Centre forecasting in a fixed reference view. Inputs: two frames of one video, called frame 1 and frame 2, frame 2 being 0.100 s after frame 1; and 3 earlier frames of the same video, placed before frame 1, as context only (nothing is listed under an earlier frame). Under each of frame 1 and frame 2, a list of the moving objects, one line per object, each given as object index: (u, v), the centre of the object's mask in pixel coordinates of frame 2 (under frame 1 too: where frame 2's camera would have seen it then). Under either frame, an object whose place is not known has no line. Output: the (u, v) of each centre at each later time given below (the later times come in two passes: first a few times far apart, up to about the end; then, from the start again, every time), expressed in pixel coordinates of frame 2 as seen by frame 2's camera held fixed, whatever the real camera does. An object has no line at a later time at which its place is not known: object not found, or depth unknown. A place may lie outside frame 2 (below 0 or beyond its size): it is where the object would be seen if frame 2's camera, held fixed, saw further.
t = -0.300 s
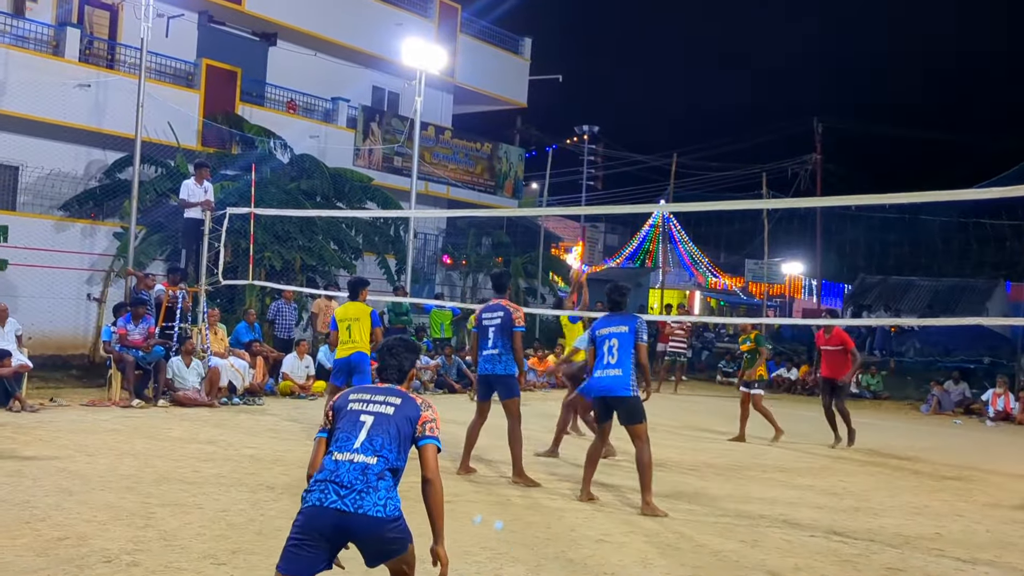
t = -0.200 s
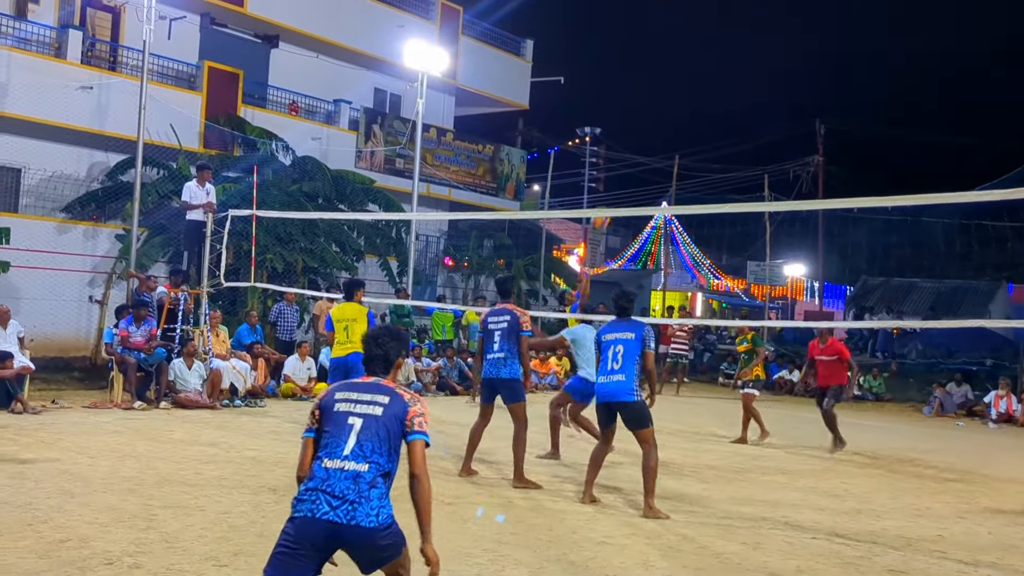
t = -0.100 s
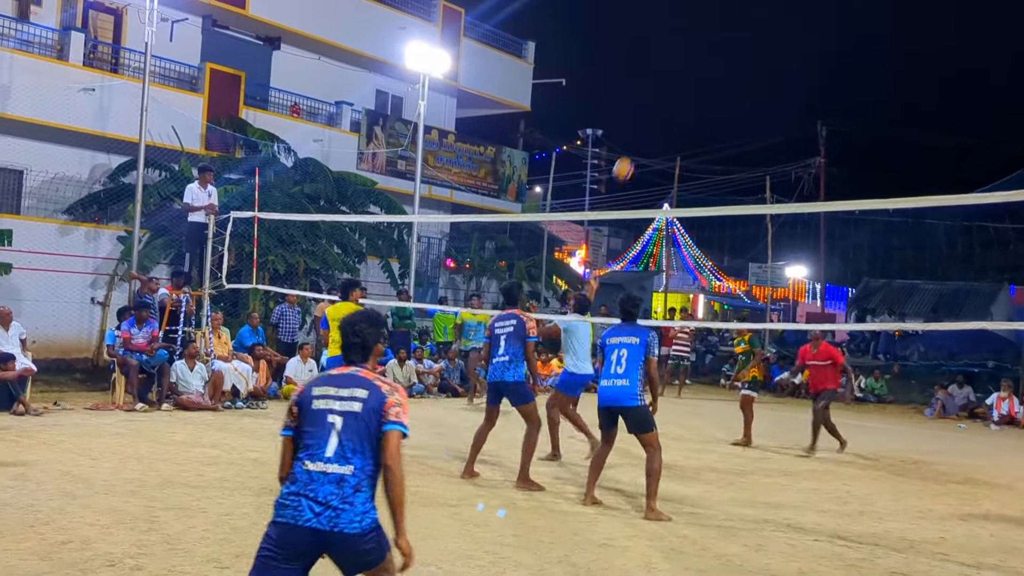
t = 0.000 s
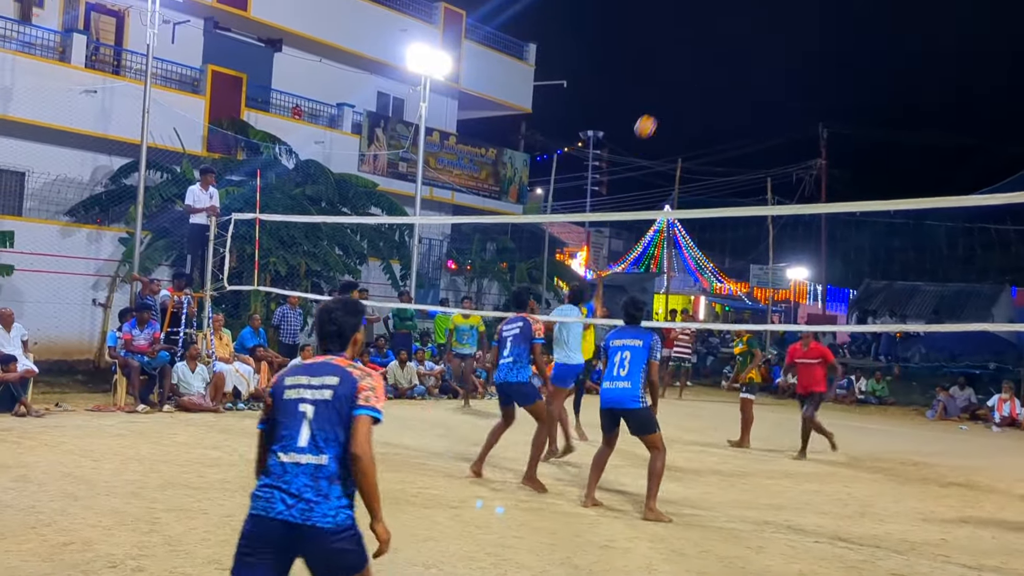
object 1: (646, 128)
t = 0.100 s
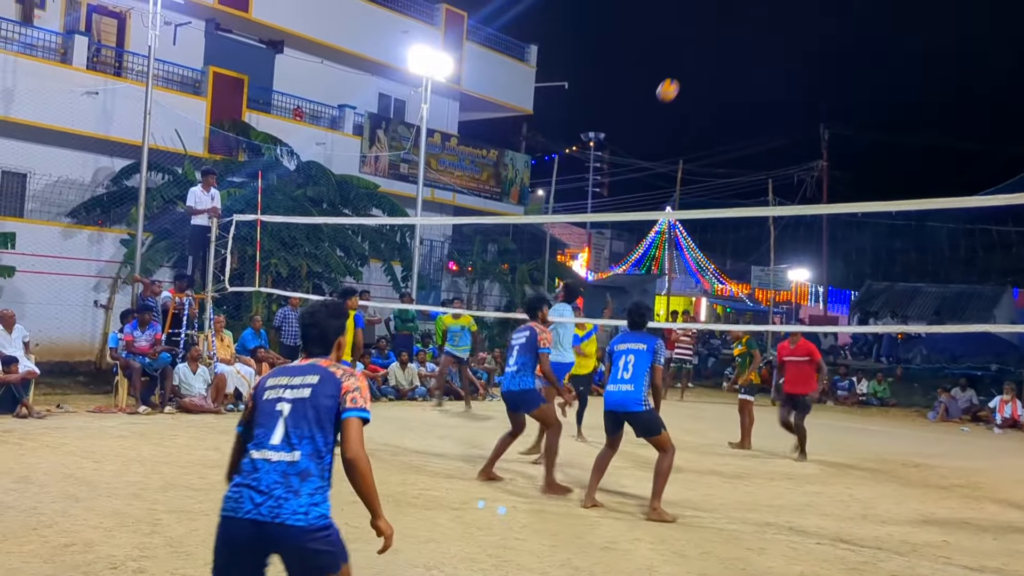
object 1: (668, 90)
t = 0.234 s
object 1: (697, 52)
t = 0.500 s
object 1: (757, 21)
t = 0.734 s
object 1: (812, 53)
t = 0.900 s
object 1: (854, 116)
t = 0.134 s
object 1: (675, 79)
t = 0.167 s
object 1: (682, 69)
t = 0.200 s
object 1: (689, 60)
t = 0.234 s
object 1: (697, 52)
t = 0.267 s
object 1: (704, 45)
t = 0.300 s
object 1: (711, 38)
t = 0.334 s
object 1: (719, 33)
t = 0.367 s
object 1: (726, 28)
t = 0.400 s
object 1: (733, 25)
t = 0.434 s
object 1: (741, 22)
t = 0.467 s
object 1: (749, 21)
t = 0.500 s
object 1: (757, 21)
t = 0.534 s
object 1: (764, 21)
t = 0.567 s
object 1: (772, 23)
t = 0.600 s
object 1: (780, 27)
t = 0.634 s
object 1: (788, 32)
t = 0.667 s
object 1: (796, 37)
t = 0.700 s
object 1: (804, 44)
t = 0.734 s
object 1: (812, 53)
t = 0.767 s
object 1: (821, 63)
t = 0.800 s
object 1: (829, 74)
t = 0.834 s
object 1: (837, 87)
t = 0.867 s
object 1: (846, 101)
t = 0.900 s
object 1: (854, 116)
